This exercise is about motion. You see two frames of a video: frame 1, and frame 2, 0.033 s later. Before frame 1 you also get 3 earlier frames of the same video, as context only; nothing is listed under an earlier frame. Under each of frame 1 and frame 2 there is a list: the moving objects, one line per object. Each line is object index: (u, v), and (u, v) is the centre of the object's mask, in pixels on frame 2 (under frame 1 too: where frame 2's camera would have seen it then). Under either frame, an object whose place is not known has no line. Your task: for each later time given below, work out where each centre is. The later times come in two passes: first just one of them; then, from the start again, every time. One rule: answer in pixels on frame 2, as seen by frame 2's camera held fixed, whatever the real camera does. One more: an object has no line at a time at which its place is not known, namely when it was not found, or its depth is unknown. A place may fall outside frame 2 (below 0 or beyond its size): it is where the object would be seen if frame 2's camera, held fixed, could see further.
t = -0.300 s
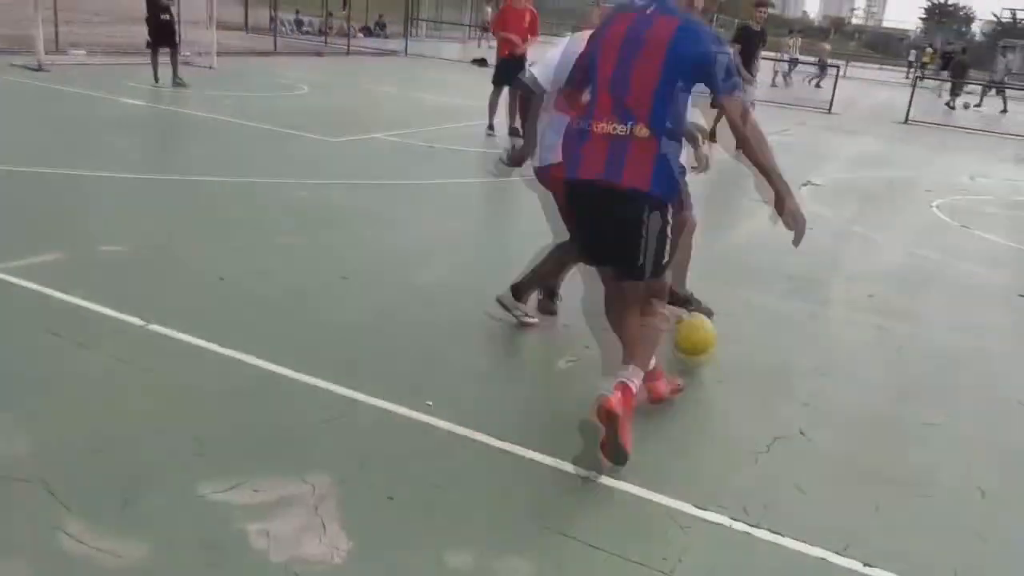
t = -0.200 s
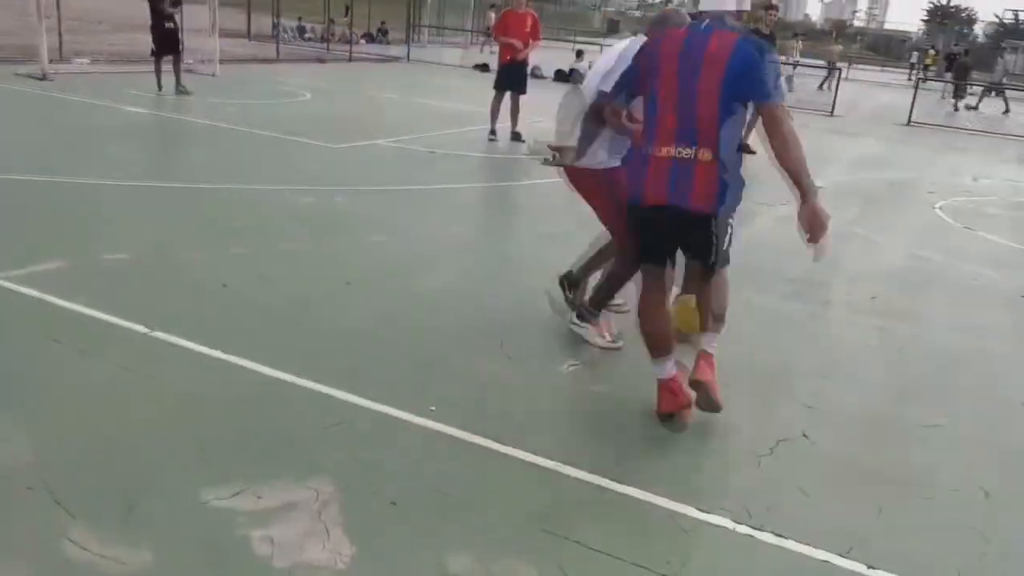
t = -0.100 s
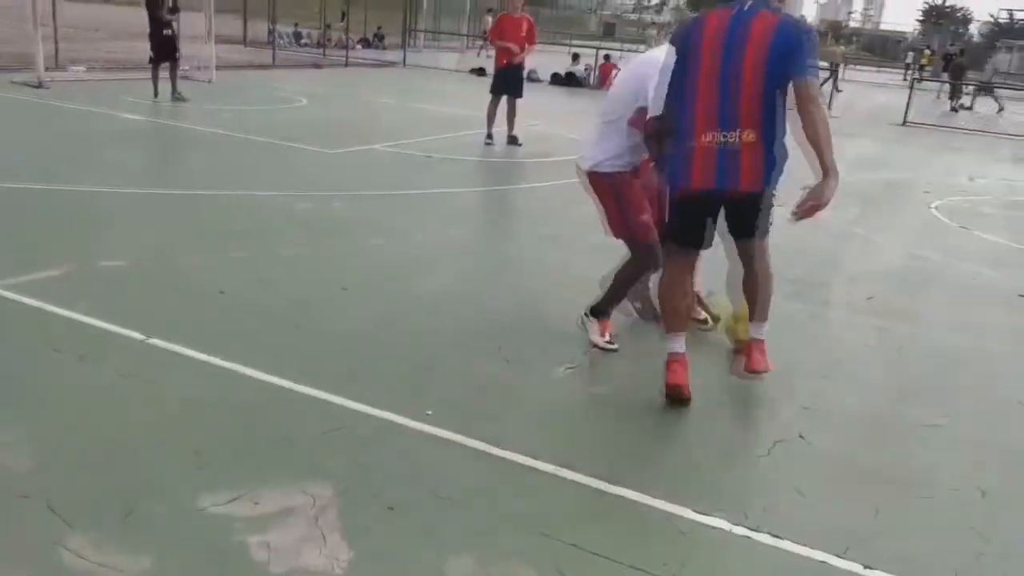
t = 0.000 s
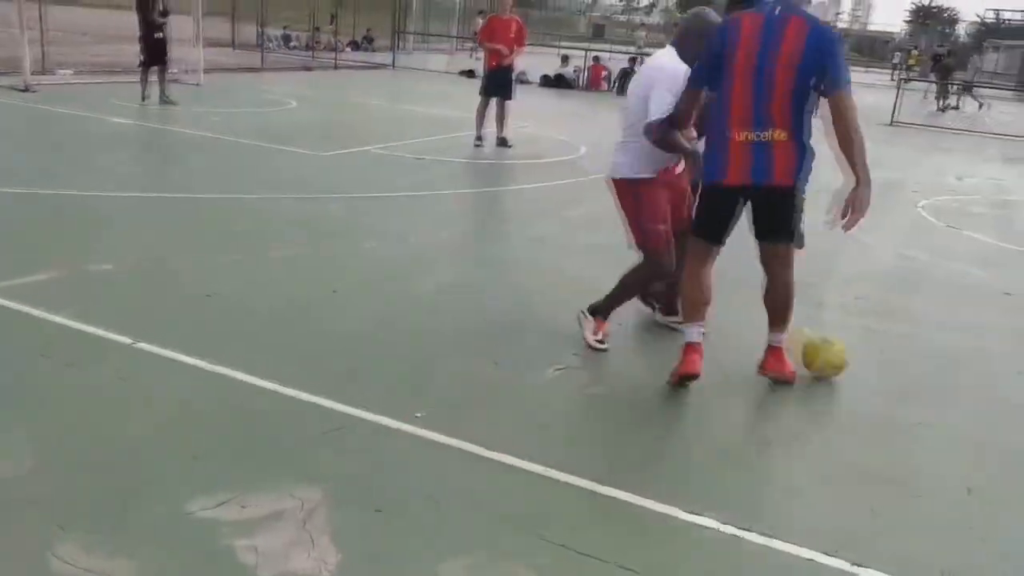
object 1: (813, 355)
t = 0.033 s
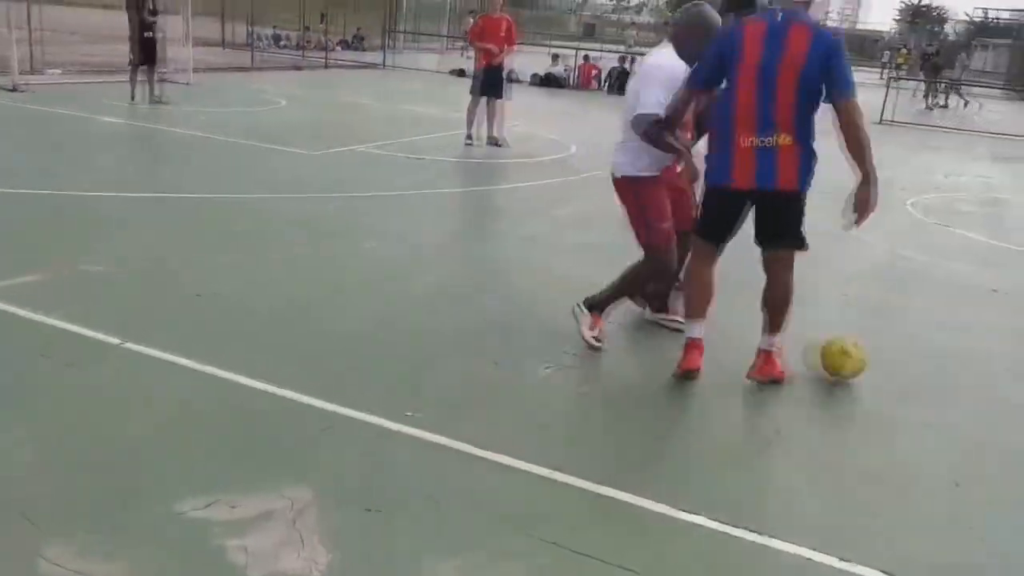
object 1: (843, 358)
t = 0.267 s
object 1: (1040, 402)
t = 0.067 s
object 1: (873, 363)
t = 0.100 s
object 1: (906, 370)
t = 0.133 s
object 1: (935, 377)
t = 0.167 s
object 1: (964, 383)
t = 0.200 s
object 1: (993, 390)
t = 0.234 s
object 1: (1016, 395)
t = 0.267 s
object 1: (1040, 402)
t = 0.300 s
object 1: (1061, 407)
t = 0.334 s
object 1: (1075, 412)
